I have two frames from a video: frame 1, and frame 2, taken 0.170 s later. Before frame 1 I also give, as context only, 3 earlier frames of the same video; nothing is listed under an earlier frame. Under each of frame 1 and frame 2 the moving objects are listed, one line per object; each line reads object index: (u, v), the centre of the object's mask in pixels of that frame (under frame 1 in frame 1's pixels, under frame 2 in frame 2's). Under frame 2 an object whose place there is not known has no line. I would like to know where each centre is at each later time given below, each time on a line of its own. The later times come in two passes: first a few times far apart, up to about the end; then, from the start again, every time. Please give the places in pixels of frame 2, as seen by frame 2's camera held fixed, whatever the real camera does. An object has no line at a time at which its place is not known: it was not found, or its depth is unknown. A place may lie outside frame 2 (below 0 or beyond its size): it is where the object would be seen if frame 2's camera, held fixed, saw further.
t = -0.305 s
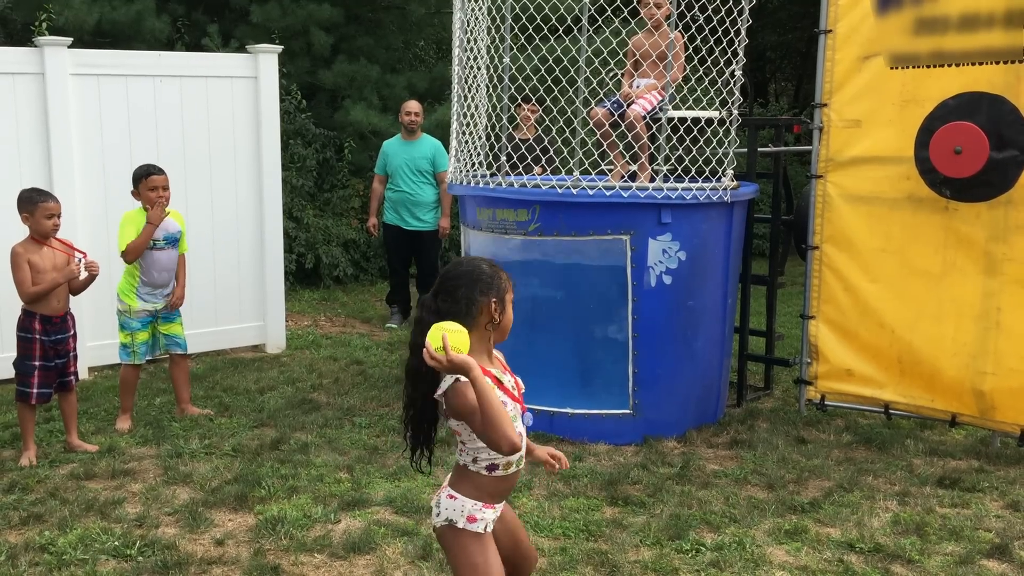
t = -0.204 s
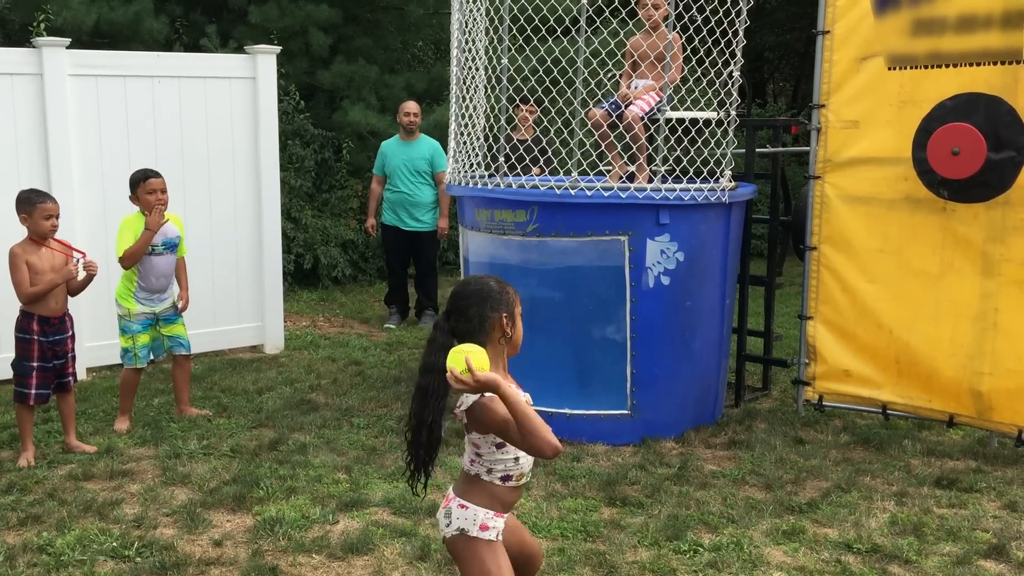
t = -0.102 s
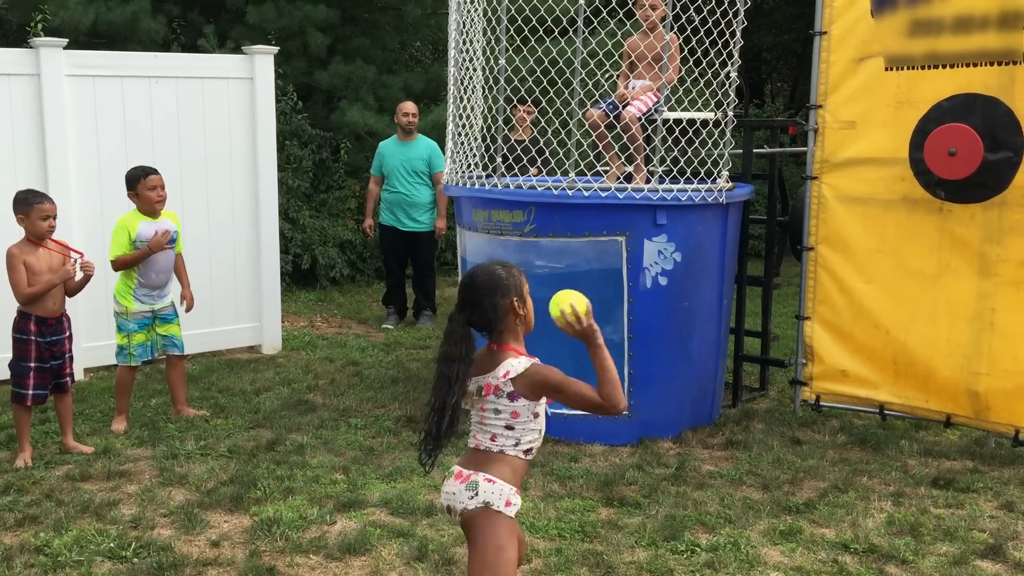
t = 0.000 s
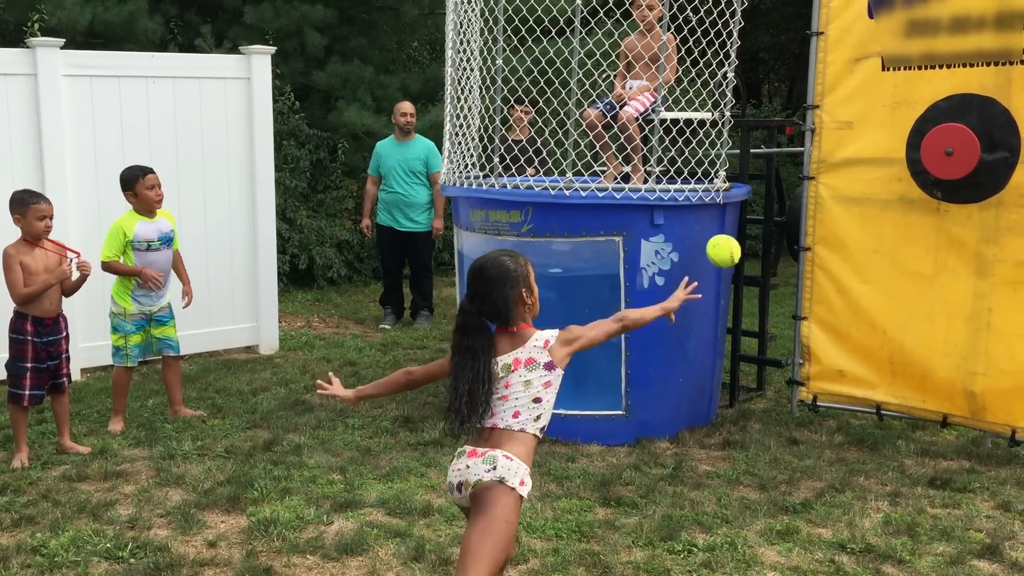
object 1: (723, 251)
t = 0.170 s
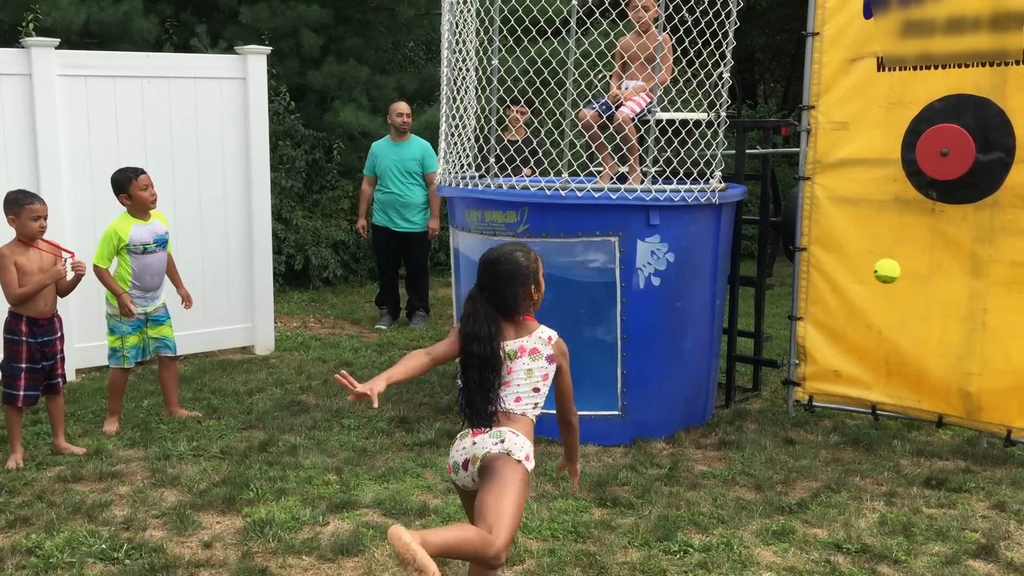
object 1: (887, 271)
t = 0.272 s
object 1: (950, 308)
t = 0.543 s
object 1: (927, 442)
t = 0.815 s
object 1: (907, 441)
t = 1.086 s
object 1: (884, 460)
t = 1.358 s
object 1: (875, 465)
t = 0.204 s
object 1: (910, 282)
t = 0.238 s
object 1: (931, 294)
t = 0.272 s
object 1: (950, 308)
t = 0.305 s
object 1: (959, 319)
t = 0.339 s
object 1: (956, 333)
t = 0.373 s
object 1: (951, 349)
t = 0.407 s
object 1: (946, 367)
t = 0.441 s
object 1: (941, 388)
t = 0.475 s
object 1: (935, 412)
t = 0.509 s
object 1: (929, 438)
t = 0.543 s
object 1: (927, 442)
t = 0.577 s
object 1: (924, 434)
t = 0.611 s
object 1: (923, 428)
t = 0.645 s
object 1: (921, 424)
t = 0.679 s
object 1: (918, 423)
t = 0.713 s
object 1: (916, 423)
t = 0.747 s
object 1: (913, 427)
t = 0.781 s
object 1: (910, 432)
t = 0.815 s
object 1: (907, 441)
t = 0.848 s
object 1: (901, 453)
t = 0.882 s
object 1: (899, 450)
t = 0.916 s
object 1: (897, 450)
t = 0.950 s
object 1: (894, 451)
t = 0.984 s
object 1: (891, 455)
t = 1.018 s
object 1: (889, 457)
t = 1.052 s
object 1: (886, 458)
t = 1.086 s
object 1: (884, 460)
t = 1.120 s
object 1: (882, 460)
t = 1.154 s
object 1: (880, 461)
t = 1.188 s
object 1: (879, 463)
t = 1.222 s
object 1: (877, 463)
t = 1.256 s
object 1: (876, 464)
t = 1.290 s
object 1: (876, 464)
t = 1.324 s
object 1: (875, 465)
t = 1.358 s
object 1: (875, 465)
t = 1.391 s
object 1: (875, 466)
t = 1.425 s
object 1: (875, 466)
